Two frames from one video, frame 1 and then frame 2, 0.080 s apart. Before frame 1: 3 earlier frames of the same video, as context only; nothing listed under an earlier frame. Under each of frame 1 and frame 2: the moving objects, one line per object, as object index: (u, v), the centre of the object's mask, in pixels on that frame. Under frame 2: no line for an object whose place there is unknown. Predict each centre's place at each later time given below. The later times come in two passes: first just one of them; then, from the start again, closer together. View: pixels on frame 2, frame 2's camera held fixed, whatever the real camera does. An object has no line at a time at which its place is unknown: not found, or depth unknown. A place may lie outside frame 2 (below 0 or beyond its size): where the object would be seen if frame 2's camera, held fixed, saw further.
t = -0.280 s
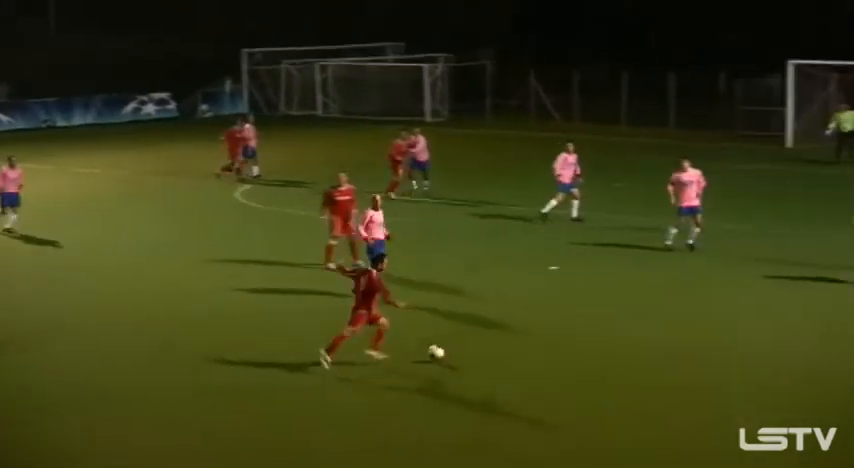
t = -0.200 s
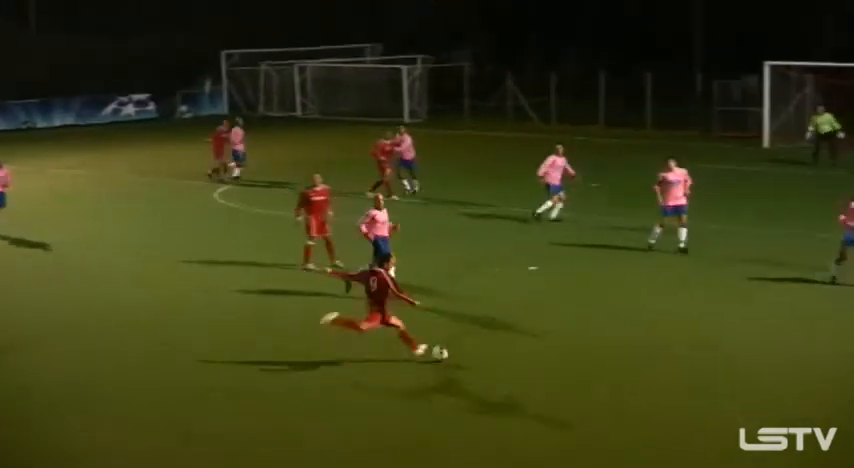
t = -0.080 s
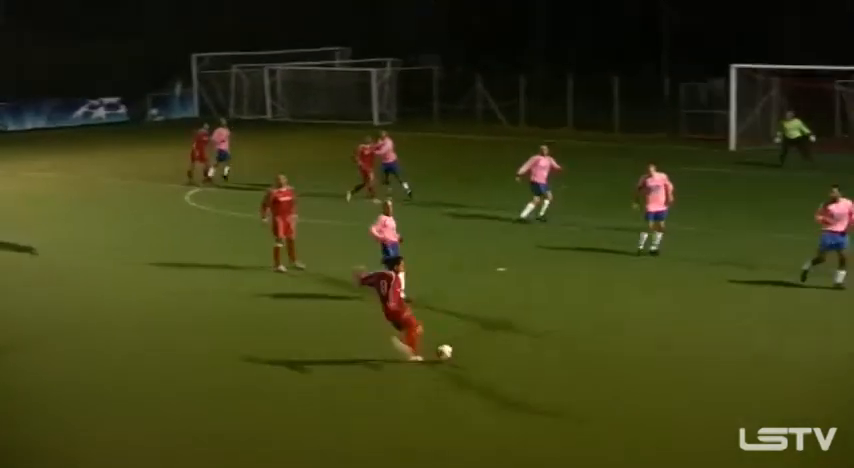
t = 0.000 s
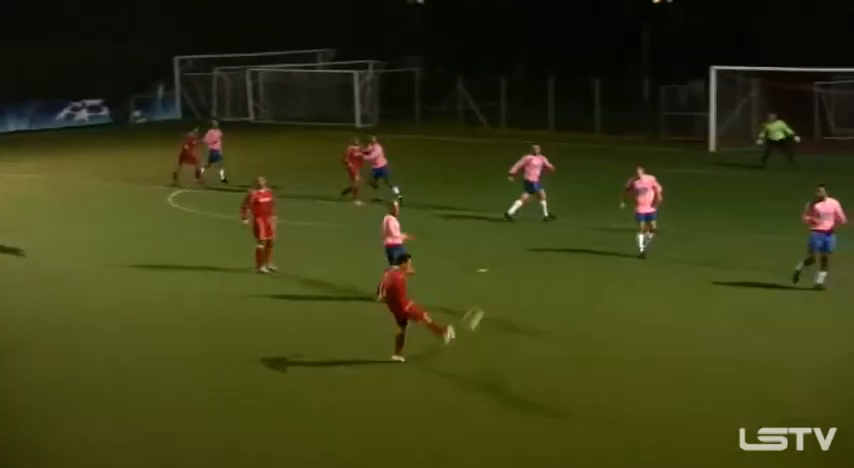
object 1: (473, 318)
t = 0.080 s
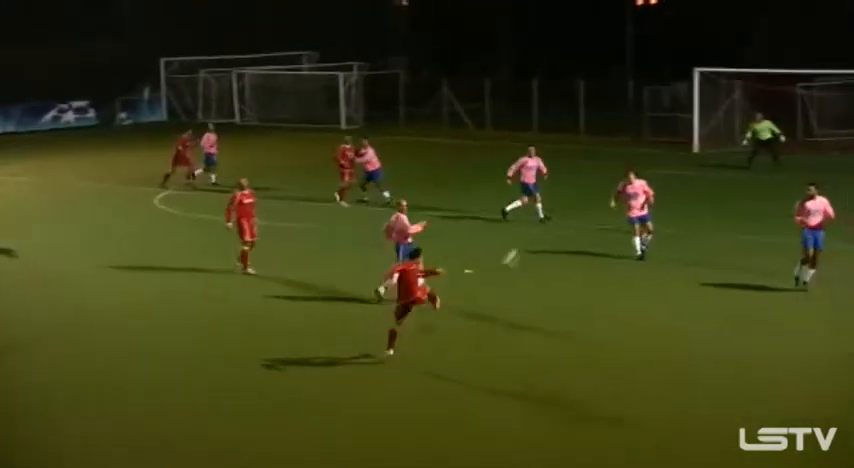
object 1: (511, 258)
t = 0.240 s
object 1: (601, 169)
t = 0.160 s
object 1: (558, 209)
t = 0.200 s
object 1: (580, 187)
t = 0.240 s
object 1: (601, 169)
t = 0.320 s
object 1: (646, 136)
